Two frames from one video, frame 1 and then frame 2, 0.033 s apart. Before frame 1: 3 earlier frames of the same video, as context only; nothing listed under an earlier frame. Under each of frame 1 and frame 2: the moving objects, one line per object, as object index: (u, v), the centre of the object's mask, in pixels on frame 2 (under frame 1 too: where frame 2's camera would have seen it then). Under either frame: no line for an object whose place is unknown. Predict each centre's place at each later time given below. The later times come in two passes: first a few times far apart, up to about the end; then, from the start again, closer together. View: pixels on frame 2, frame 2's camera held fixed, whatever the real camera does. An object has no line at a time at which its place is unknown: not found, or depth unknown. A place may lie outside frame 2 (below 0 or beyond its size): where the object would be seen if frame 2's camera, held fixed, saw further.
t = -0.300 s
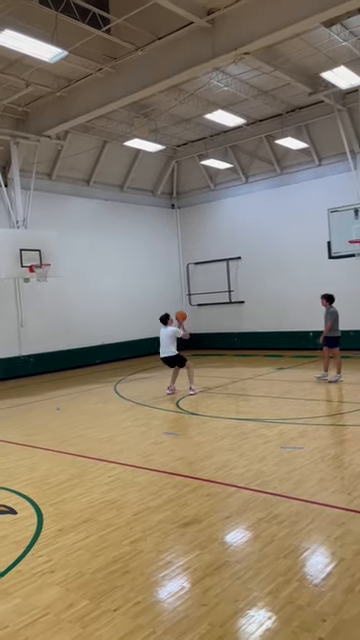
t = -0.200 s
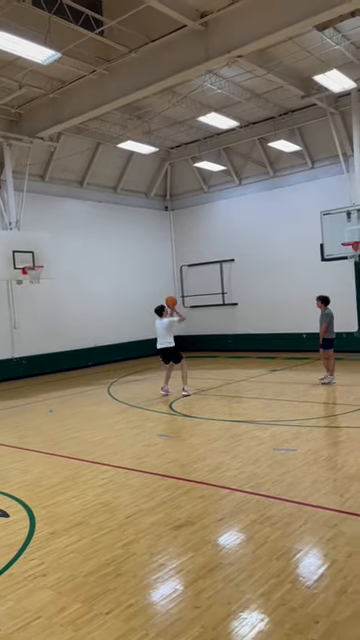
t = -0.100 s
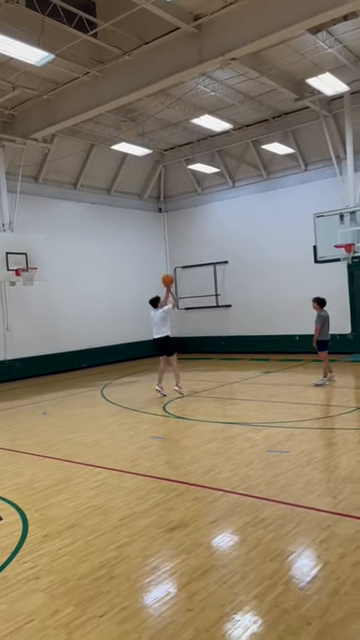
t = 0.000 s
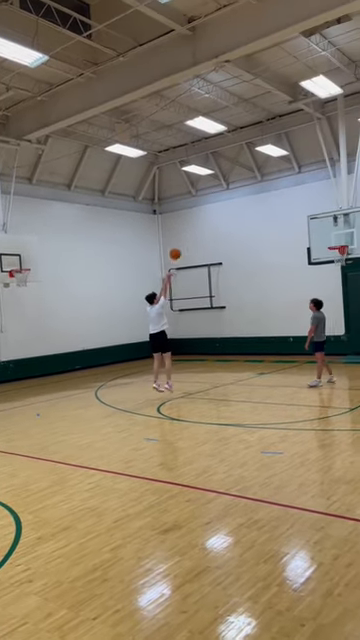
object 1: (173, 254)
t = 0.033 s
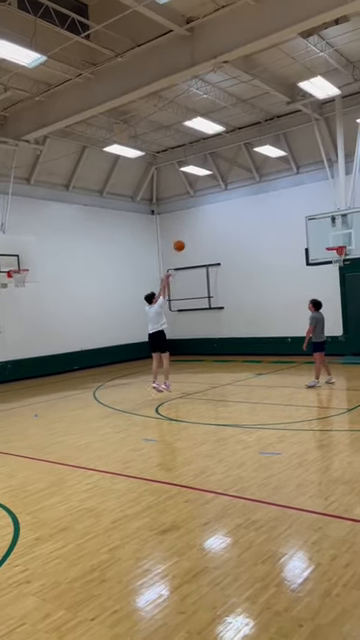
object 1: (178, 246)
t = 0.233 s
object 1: (211, 208)
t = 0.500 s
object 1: (253, 188)
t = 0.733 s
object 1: (288, 196)
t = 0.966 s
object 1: (322, 225)
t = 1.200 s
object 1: (346, 261)
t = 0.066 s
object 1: (184, 238)
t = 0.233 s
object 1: (211, 208)
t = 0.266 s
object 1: (217, 203)
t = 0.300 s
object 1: (222, 199)
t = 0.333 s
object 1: (227, 196)
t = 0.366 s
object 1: (232, 193)
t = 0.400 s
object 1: (238, 191)
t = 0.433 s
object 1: (243, 189)
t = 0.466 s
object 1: (248, 188)
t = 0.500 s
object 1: (253, 188)
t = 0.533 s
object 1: (258, 187)
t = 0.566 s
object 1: (263, 188)
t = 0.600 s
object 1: (268, 188)
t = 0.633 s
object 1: (273, 189)
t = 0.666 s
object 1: (278, 191)
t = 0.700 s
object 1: (283, 193)
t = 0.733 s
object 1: (288, 196)
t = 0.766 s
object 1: (293, 198)
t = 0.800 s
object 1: (298, 202)
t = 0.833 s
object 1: (303, 206)
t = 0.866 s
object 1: (307, 210)
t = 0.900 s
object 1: (312, 215)
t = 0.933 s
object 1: (317, 220)
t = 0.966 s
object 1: (322, 225)
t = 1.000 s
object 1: (326, 231)
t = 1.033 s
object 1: (331, 238)
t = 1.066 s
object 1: (335, 243)
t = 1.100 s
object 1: (341, 251)
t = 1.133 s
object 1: (344, 257)
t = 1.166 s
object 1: (345, 260)
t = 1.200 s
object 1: (346, 261)
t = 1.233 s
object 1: (346, 263)
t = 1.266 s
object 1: (346, 267)
